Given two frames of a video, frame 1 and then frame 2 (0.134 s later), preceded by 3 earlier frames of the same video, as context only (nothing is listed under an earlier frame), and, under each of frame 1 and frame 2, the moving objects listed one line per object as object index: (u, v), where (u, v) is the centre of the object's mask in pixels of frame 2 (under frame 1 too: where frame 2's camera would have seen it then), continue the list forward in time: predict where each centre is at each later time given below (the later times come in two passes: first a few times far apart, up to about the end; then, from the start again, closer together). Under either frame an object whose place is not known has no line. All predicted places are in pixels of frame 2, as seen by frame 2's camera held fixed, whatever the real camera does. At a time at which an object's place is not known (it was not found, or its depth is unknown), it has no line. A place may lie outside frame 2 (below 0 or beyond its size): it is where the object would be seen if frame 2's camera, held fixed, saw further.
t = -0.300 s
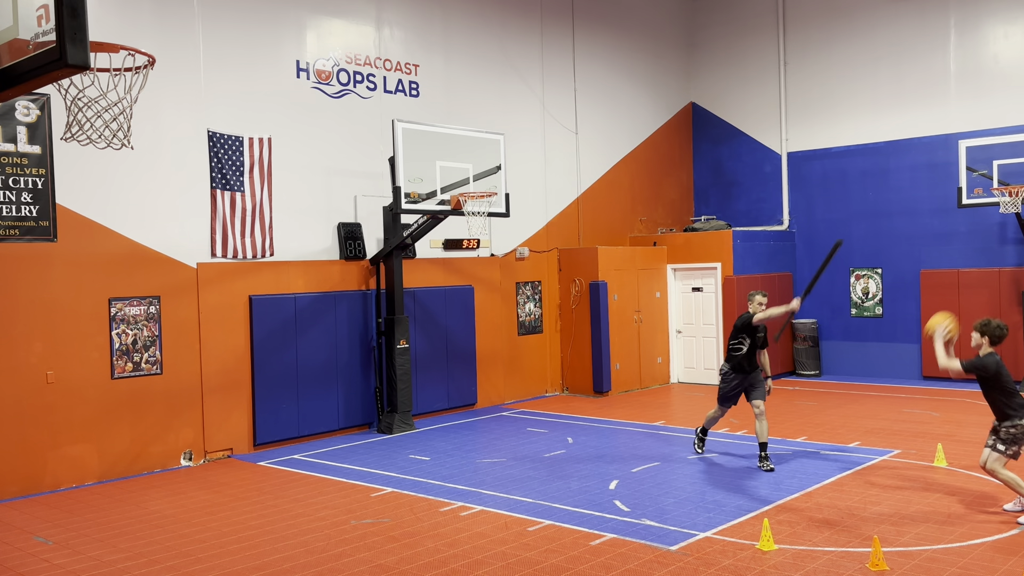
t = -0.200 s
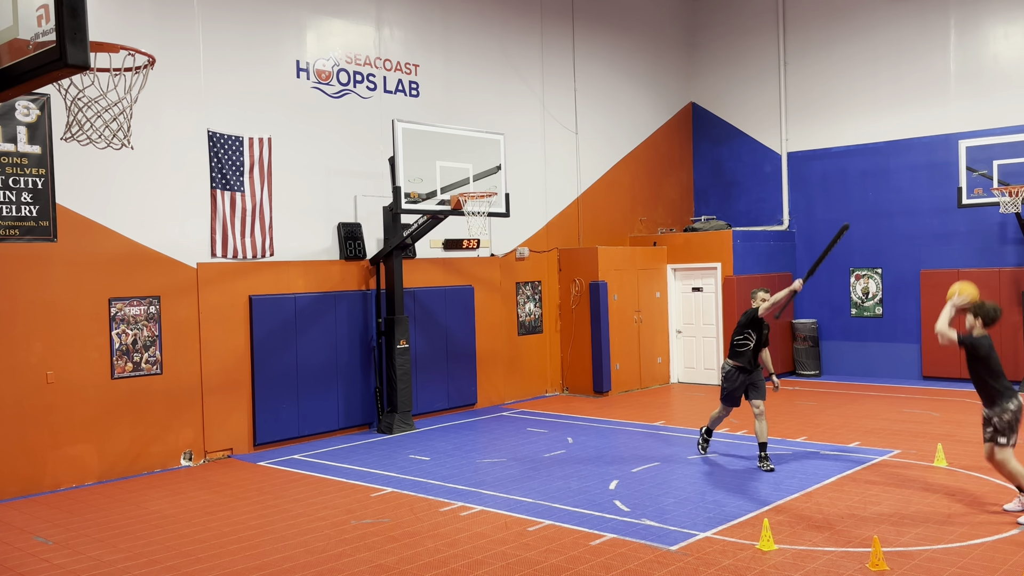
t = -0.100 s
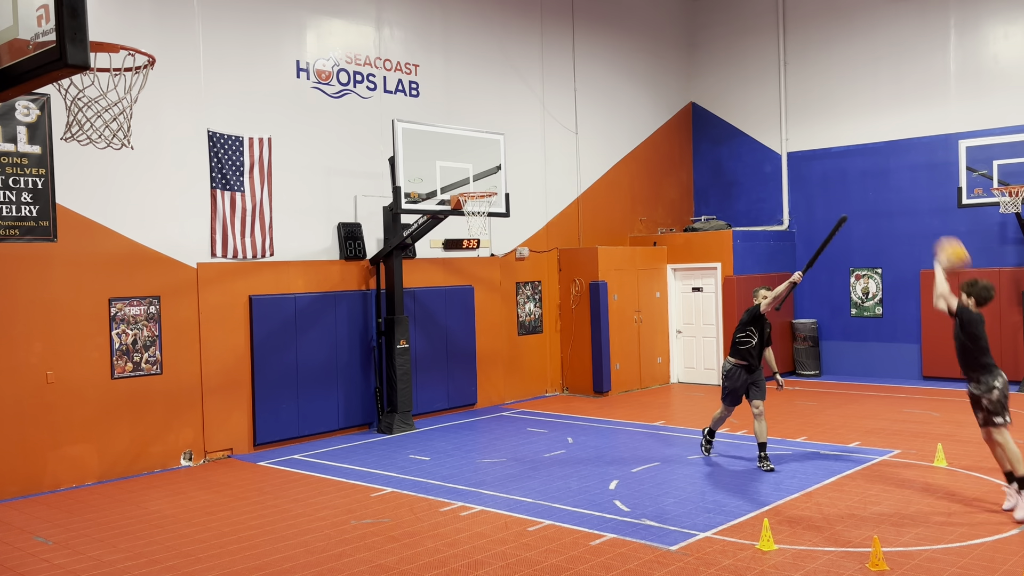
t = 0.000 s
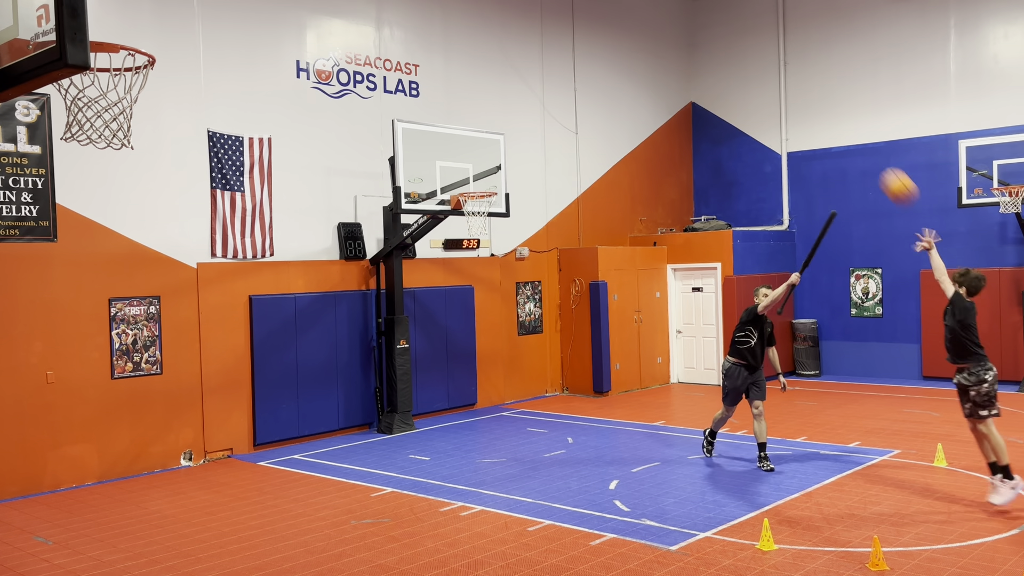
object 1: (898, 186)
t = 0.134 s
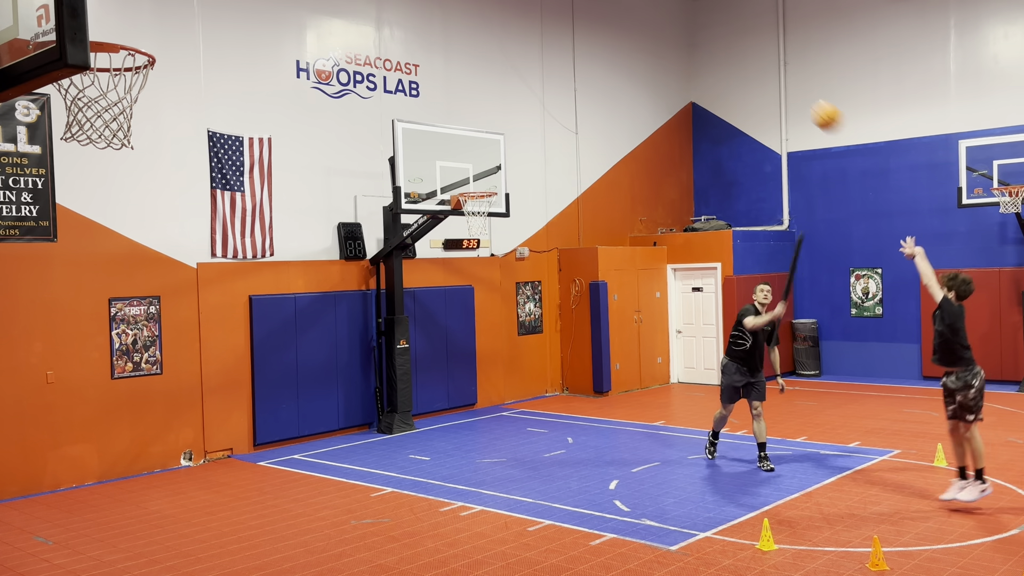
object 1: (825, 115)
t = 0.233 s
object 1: (778, 80)
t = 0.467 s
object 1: (679, 44)
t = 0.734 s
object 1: (587, 67)
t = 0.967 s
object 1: (519, 134)
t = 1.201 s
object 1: (483, 168)
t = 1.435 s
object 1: (472, 168)
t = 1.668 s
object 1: (464, 181)
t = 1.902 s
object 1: (464, 181)
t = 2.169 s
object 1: (477, 183)
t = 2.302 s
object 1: (484, 184)
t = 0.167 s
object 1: (809, 102)
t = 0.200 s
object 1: (794, 91)
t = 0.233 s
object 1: (778, 80)
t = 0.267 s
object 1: (762, 71)
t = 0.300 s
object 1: (747, 63)
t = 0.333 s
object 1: (733, 57)
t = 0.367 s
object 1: (719, 52)
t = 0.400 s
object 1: (705, 48)
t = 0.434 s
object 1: (692, 46)
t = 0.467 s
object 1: (679, 44)
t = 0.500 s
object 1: (667, 43)
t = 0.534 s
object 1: (654, 44)
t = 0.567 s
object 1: (642, 45)
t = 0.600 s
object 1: (630, 48)
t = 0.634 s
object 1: (619, 51)
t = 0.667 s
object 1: (608, 56)
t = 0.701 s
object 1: (597, 61)
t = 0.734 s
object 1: (587, 67)
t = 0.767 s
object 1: (576, 74)
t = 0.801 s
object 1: (566, 82)
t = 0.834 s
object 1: (556, 91)
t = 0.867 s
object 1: (547, 100)
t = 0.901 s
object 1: (538, 111)
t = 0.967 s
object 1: (519, 134)
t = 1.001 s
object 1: (511, 146)
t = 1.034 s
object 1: (502, 161)
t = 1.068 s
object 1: (493, 174)
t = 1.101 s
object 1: (487, 181)
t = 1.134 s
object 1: (486, 176)
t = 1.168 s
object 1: (484, 172)
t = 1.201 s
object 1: (483, 168)
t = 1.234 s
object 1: (481, 165)
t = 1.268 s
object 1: (479, 164)
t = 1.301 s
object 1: (477, 163)
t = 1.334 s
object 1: (476, 163)
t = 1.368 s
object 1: (475, 163)
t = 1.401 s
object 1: (473, 165)
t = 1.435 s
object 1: (472, 168)
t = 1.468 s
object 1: (470, 171)
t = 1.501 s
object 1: (469, 175)
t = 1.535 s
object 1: (468, 180)
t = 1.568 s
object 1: (466, 183)
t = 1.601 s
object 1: (466, 181)
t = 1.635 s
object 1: (465, 181)
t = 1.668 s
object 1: (464, 181)
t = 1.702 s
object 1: (463, 182)
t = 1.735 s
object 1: (463, 184)
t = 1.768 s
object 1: (463, 184)
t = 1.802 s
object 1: (462, 182)
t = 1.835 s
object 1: (462, 181)
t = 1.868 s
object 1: (462, 181)
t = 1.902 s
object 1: (464, 181)
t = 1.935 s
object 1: (466, 181)
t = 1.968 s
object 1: (467, 182)
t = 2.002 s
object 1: (469, 184)
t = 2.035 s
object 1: (471, 183)
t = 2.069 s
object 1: (472, 183)
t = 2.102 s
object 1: (474, 182)
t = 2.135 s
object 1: (476, 183)
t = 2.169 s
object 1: (477, 183)
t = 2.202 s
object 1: (479, 184)
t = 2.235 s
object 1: (481, 184)
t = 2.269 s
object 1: (482, 184)
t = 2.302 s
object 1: (484, 184)
